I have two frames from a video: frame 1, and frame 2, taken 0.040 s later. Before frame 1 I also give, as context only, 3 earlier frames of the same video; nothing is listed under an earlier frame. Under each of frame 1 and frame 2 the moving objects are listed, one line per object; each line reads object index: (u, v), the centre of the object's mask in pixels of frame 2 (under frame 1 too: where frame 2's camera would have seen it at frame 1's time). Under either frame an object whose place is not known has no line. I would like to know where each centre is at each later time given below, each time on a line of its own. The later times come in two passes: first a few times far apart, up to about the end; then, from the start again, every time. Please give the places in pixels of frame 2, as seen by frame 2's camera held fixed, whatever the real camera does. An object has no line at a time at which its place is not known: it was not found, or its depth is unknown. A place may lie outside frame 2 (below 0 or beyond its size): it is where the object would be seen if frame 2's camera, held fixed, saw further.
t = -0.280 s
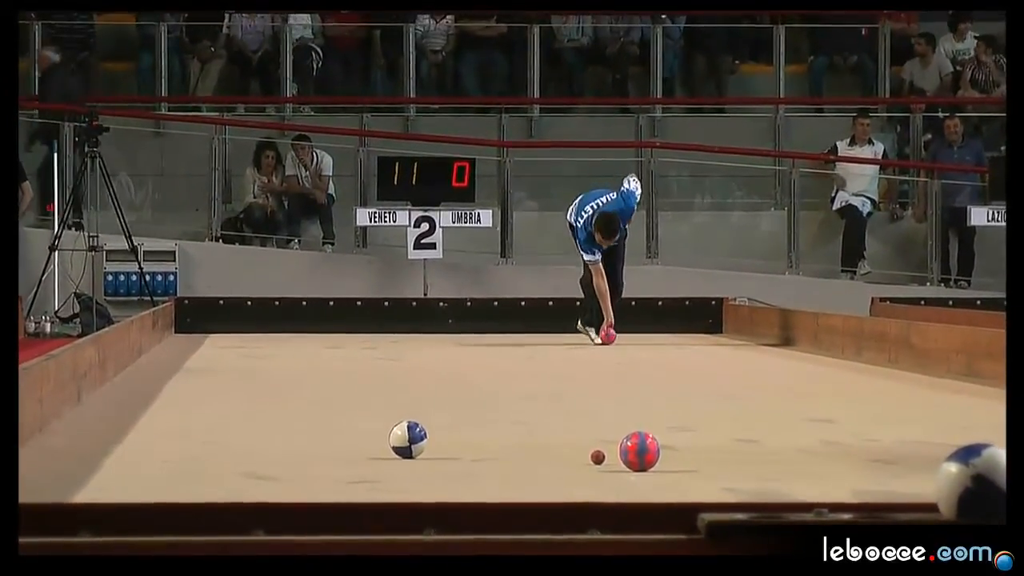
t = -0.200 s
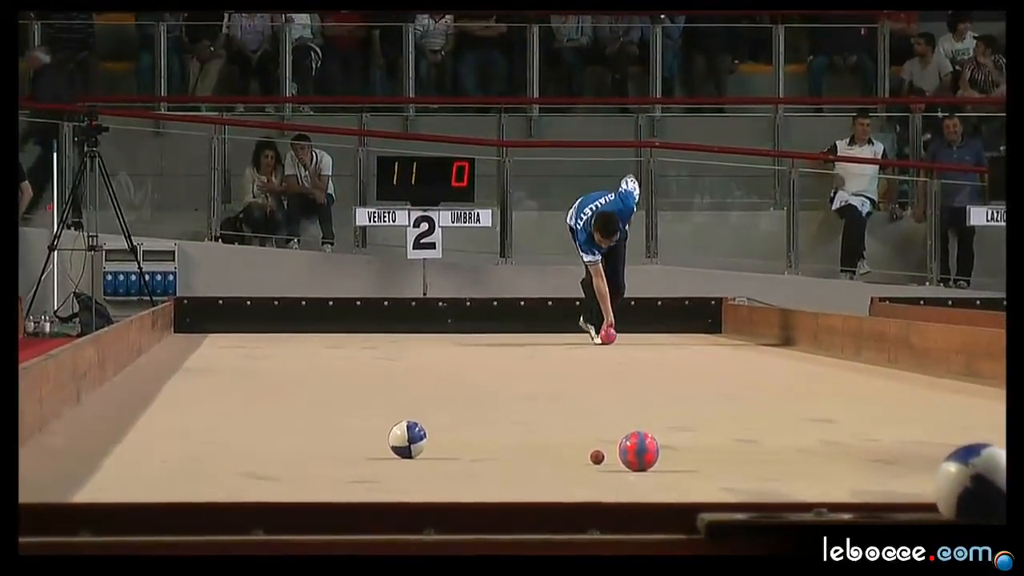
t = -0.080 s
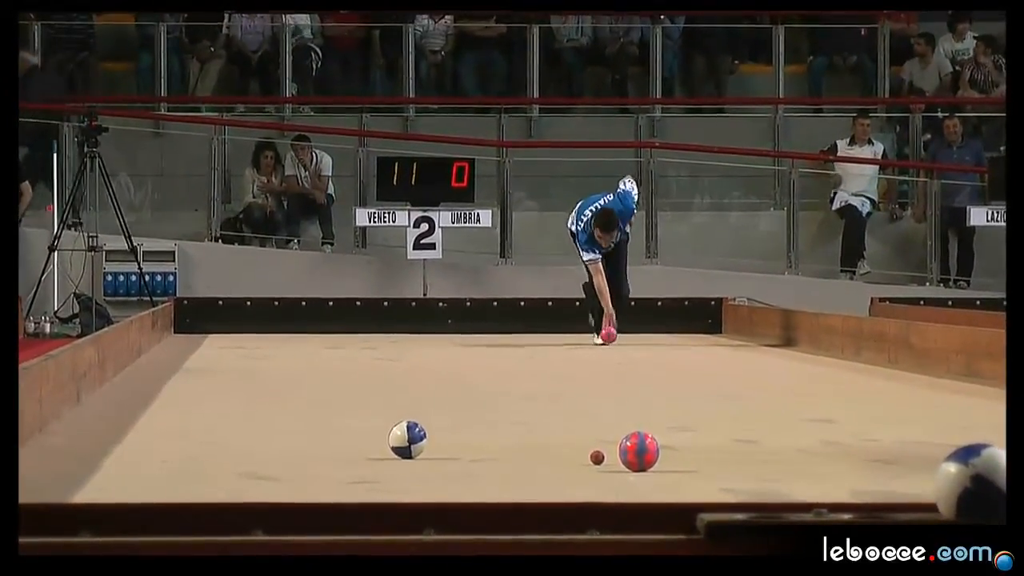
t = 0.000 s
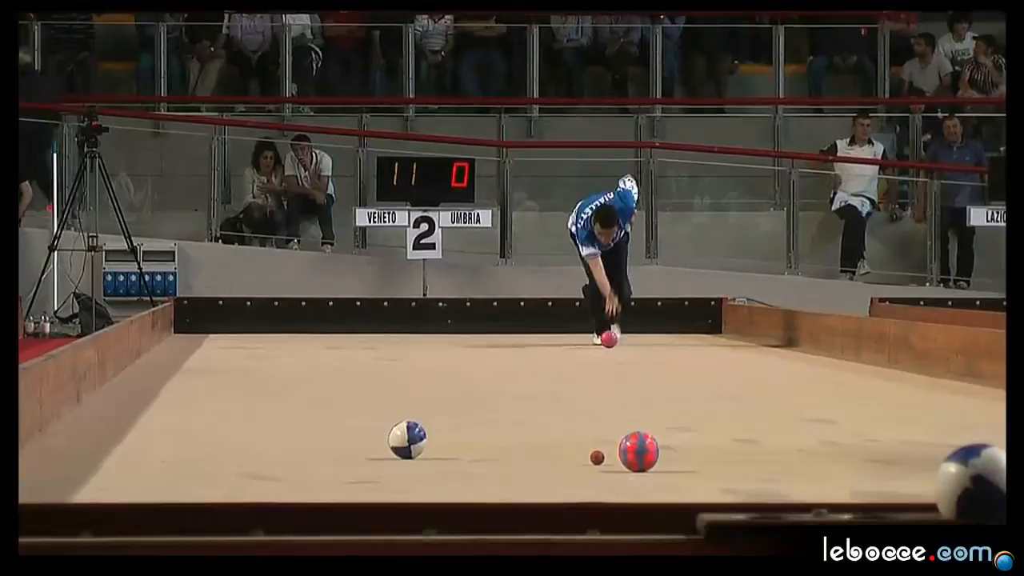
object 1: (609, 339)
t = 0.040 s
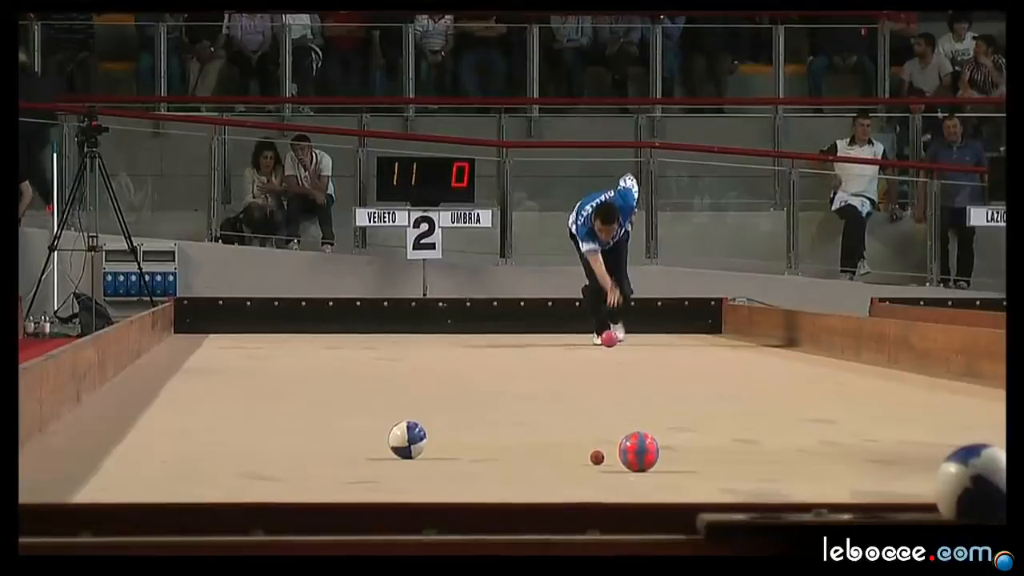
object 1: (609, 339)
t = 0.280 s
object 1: (609, 341)
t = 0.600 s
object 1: (610, 343)
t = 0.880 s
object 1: (610, 345)
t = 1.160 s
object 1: (610, 348)
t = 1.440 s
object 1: (611, 350)
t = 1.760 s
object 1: (612, 353)
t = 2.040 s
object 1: (614, 355)
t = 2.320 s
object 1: (617, 358)
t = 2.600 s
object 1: (619, 361)
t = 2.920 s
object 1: (621, 364)
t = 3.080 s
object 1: (622, 366)
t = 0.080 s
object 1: (609, 340)
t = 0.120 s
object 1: (609, 340)
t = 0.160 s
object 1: (609, 340)
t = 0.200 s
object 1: (610, 340)
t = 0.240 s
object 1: (610, 340)
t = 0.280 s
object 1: (609, 341)
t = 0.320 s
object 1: (609, 341)
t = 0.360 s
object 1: (610, 342)
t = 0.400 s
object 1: (610, 342)
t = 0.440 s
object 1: (610, 342)
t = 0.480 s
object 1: (610, 343)
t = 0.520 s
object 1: (610, 343)
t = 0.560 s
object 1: (610, 343)
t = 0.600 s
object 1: (610, 343)
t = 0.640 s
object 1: (610, 343)
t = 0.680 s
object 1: (611, 344)
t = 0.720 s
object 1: (610, 344)
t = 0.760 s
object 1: (610, 344)
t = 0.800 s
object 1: (610, 344)
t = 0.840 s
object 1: (610, 344)
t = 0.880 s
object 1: (610, 345)
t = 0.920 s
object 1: (610, 345)
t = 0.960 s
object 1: (610, 346)
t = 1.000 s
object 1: (610, 346)
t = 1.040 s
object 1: (610, 347)
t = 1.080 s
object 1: (610, 347)
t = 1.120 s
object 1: (610, 347)
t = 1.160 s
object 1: (610, 348)
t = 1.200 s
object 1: (610, 348)
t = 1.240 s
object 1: (611, 348)
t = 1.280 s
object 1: (611, 349)
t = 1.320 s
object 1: (611, 349)
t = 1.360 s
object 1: (611, 350)
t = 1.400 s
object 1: (611, 350)
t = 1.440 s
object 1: (611, 350)
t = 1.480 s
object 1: (611, 350)
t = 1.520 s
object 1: (611, 351)
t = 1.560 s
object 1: (611, 351)
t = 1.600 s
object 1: (611, 351)
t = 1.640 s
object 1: (612, 351)
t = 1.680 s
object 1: (612, 352)
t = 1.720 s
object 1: (612, 352)
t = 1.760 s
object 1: (612, 353)
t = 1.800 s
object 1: (612, 353)
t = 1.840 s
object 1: (613, 353)
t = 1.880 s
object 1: (613, 354)
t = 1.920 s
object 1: (613, 354)
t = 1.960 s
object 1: (613, 354)
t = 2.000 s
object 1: (614, 355)
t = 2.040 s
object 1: (614, 355)
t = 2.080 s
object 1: (614, 355)
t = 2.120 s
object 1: (615, 356)
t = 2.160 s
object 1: (615, 356)
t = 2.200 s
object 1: (616, 357)
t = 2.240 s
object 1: (616, 357)
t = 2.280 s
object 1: (617, 358)
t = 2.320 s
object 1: (617, 358)
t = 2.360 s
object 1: (617, 358)
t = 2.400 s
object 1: (617, 358)
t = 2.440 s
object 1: (618, 359)
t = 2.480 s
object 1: (618, 360)
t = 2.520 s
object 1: (619, 360)
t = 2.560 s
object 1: (619, 360)
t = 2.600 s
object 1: (619, 361)
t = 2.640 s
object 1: (619, 361)
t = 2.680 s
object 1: (620, 361)
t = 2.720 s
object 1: (620, 362)
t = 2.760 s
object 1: (620, 363)
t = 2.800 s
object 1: (620, 363)
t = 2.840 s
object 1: (621, 363)
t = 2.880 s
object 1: (621, 363)
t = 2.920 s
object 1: (621, 364)
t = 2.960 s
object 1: (622, 364)
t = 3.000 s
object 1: (622, 365)
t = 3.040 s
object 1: (622, 365)
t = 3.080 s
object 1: (622, 366)
